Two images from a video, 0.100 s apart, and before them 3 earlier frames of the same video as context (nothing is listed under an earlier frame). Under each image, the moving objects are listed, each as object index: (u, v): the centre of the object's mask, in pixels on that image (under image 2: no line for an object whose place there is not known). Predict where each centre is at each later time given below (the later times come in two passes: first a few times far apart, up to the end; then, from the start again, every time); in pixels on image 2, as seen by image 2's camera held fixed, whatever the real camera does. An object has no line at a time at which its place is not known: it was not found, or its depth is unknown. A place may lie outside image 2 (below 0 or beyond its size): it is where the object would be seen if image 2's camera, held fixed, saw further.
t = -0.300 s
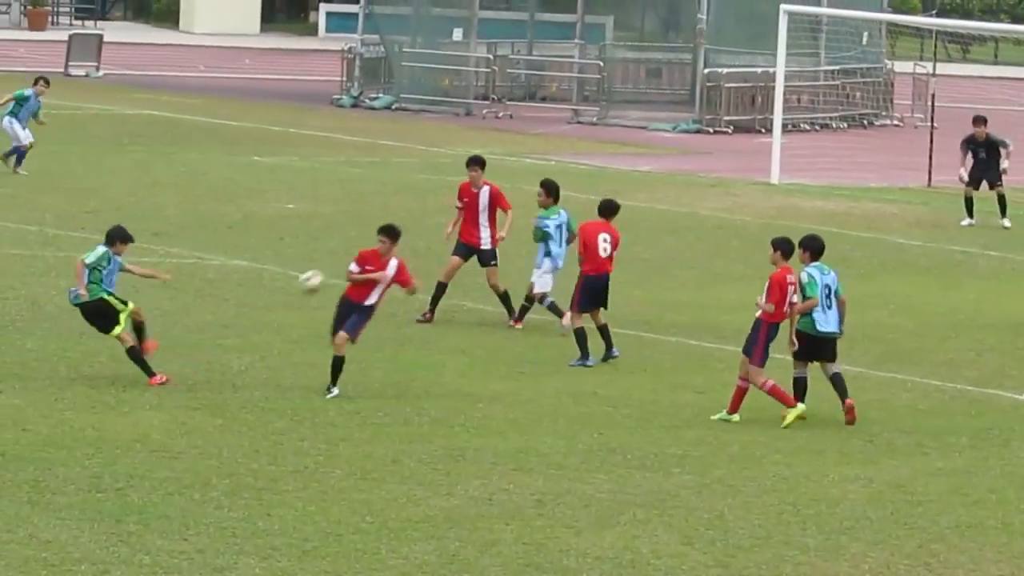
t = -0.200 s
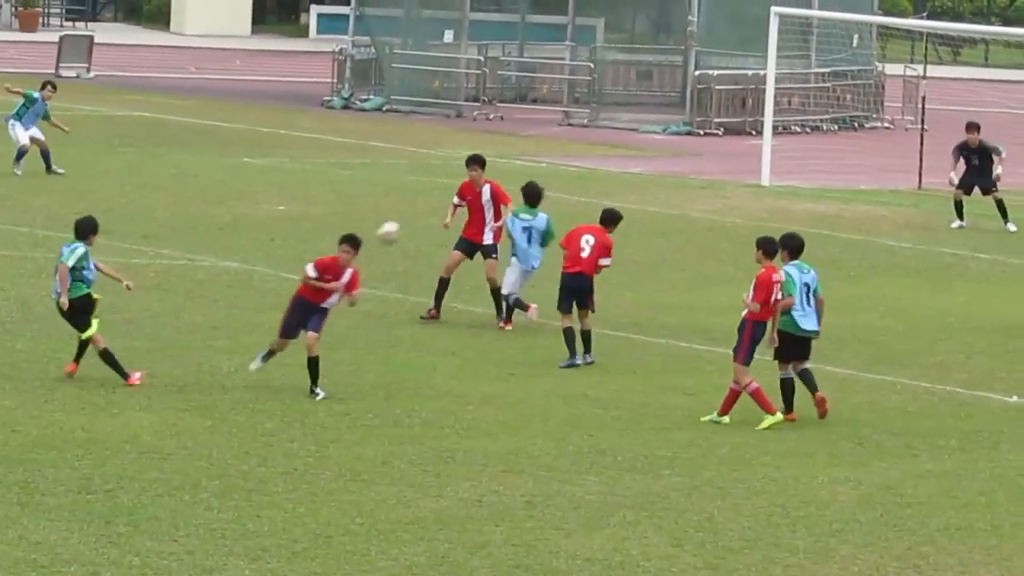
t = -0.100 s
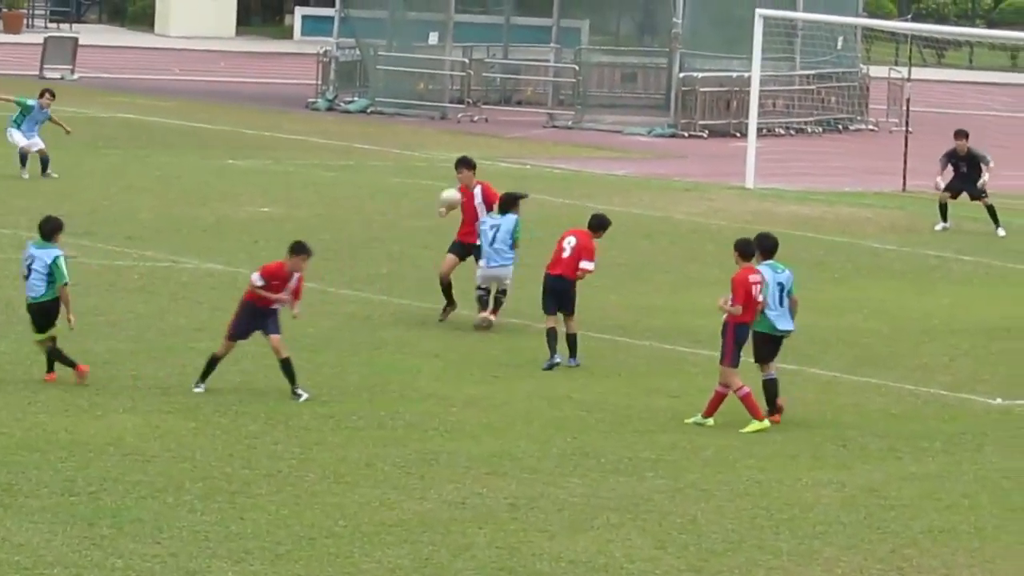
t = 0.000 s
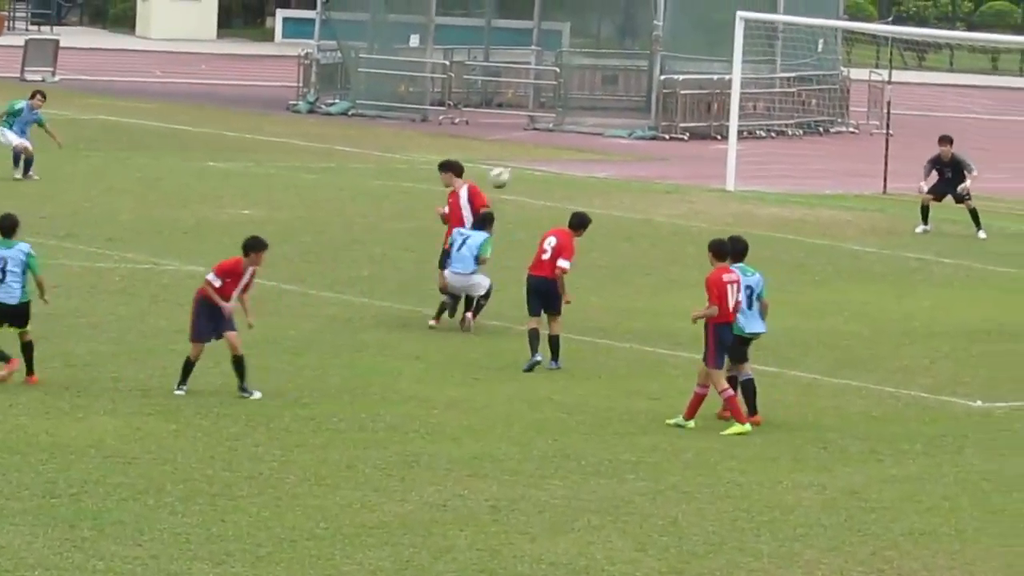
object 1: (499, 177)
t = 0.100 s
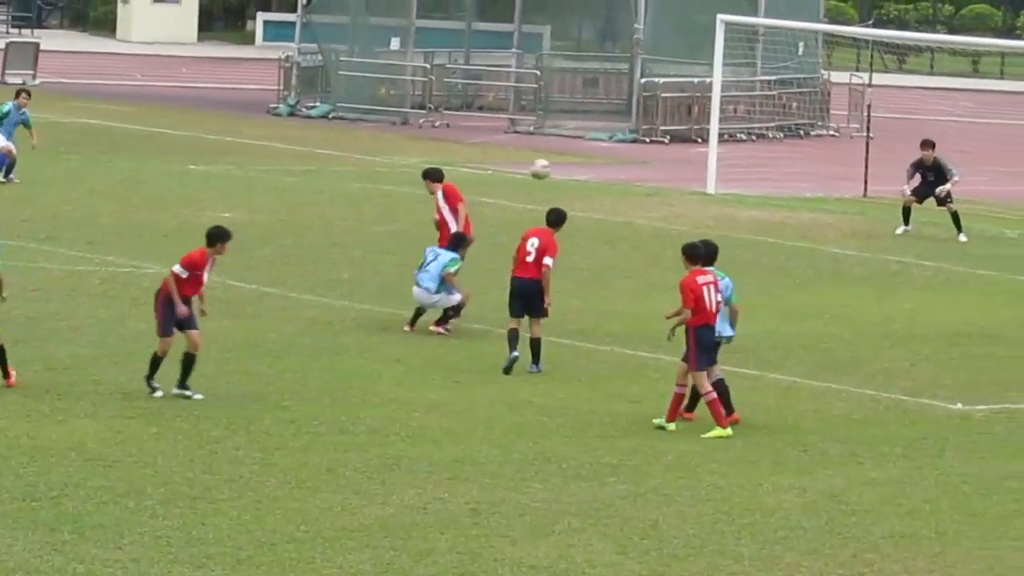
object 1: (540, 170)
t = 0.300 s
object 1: (640, 175)
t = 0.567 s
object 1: (741, 233)
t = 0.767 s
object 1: (777, 210)
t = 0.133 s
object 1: (559, 167)
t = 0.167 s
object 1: (576, 167)
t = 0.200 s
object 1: (593, 167)
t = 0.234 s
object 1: (609, 169)
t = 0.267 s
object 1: (625, 172)
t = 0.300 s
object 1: (640, 175)
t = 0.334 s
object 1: (654, 179)
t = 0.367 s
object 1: (669, 184)
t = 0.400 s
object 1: (682, 191)
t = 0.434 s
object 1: (695, 198)
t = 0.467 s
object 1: (707, 205)
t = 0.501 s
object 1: (719, 213)
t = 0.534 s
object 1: (730, 224)
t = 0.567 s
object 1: (741, 233)
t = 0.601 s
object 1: (751, 243)
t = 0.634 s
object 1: (760, 254)
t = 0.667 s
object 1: (765, 243)
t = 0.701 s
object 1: (769, 231)
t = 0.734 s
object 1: (773, 220)
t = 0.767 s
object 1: (777, 210)
